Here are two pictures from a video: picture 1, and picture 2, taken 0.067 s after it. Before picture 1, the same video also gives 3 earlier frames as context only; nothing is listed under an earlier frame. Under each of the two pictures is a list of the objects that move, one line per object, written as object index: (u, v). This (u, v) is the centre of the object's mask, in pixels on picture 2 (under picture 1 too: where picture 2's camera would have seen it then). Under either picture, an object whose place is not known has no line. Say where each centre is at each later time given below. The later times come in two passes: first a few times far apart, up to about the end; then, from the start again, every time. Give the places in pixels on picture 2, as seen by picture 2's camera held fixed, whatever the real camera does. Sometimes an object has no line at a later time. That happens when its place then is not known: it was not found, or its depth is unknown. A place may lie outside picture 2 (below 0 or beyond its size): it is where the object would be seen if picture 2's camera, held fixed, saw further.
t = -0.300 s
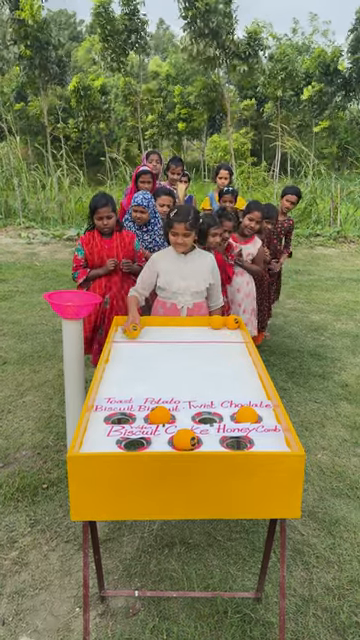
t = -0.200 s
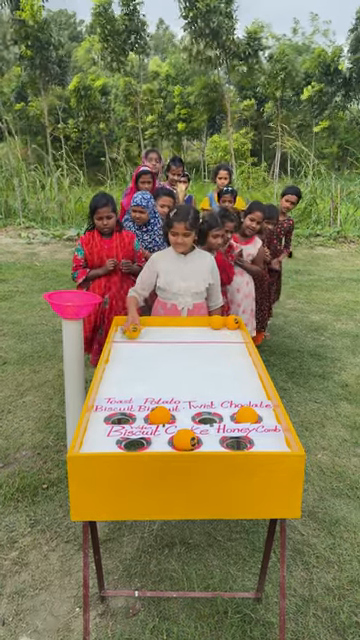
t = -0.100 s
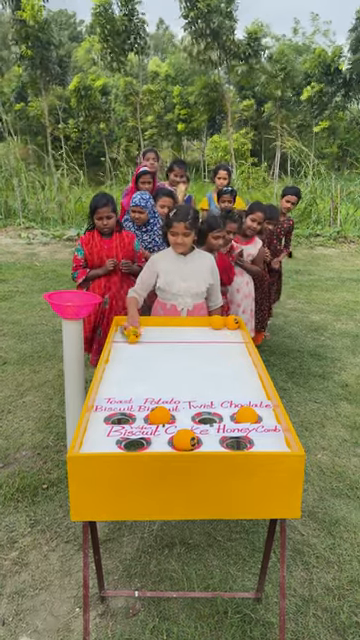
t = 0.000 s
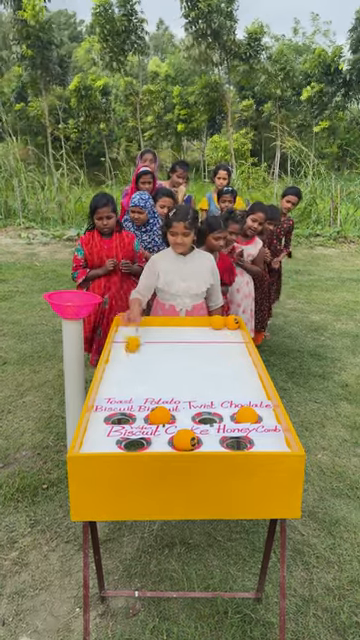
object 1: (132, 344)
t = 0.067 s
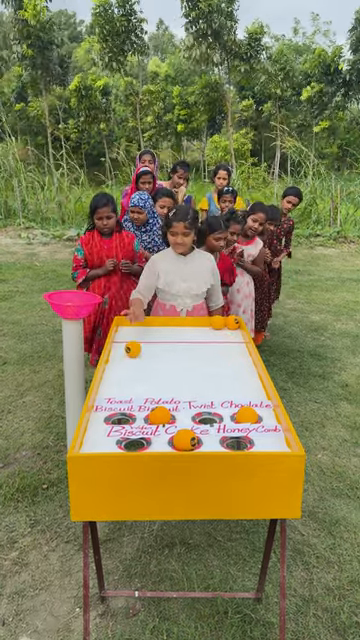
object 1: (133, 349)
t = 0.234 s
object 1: (134, 361)
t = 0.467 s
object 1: (135, 380)
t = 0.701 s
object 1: (136, 399)
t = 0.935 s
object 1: (137, 417)
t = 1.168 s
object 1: (128, 437)
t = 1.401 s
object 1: (108, 433)
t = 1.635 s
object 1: (96, 429)
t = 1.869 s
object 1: (103, 423)
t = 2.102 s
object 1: (108, 414)
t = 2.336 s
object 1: (118, 404)
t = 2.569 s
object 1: (136, 399)
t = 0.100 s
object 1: (132, 351)
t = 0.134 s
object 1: (133, 353)
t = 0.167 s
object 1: (133, 355)
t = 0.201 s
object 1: (133, 359)
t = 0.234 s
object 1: (134, 361)
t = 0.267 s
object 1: (133, 363)
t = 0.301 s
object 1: (134, 367)
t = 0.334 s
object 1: (135, 369)
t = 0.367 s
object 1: (135, 372)
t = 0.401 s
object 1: (135, 374)
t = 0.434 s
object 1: (135, 377)
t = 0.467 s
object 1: (135, 380)
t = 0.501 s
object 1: (136, 383)
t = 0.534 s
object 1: (136, 385)
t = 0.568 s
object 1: (136, 388)
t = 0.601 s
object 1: (136, 390)
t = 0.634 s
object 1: (136, 393)
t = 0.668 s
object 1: (136, 395)
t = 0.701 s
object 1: (136, 399)
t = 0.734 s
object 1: (136, 402)
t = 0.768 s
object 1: (137, 404)
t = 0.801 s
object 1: (137, 407)
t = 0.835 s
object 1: (137, 410)
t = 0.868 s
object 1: (138, 412)
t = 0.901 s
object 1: (137, 416)
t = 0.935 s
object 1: (137, 417)
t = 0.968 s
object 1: (137, 422)
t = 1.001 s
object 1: (138, 423)
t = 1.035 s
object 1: (138, 426)
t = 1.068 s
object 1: (138, 430)
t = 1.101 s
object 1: (138, 436)
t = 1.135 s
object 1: (133, 438)
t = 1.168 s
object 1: (128, 437)
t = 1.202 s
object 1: (125, 435)
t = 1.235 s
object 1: (121, 435)
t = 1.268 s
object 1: (119, 434)
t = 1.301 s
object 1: (117, 434)
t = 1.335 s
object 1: (114, 434)
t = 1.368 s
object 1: (110, 433)
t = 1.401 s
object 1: (108, 433)
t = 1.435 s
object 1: (105, 433)
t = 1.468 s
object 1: (102, 432)
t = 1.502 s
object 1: (99, 431)
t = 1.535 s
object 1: (97, 431)
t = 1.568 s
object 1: (94, 430)
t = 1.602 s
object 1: (94, 430)
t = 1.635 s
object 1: (96, 429)
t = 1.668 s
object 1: (97, 428)
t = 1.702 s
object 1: (98, 427)
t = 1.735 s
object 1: (99, 426)
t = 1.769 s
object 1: (100, 426)
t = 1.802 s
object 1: (101, 425)
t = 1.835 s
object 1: (101, 424)
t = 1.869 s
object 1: (103, 423)
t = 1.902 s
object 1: (103, 423)
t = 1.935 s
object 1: (104, 421)
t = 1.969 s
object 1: (105, 418)
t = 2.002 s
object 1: (106, 417)
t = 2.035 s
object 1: (107, 416)
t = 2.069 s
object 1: (107, 415)
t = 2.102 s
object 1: (108, 414)
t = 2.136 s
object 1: (109, 412)
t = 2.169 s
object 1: (109, 411)
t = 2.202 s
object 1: (109, 410)
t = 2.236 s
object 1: (110, 410)
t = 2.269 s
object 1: (112, 408)
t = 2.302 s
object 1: (115, 406)
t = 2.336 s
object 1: (118, 404)
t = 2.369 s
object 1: (121, 403)
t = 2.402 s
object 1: (123, 403)
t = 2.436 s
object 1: (126, 402)
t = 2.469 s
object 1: (128, 401)
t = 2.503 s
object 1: (131, 400)
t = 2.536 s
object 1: (133, 400)
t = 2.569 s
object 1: (136, 399)
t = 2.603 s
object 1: (138, 399)
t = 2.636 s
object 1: (140, 397)
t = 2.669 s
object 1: (143, 396)
